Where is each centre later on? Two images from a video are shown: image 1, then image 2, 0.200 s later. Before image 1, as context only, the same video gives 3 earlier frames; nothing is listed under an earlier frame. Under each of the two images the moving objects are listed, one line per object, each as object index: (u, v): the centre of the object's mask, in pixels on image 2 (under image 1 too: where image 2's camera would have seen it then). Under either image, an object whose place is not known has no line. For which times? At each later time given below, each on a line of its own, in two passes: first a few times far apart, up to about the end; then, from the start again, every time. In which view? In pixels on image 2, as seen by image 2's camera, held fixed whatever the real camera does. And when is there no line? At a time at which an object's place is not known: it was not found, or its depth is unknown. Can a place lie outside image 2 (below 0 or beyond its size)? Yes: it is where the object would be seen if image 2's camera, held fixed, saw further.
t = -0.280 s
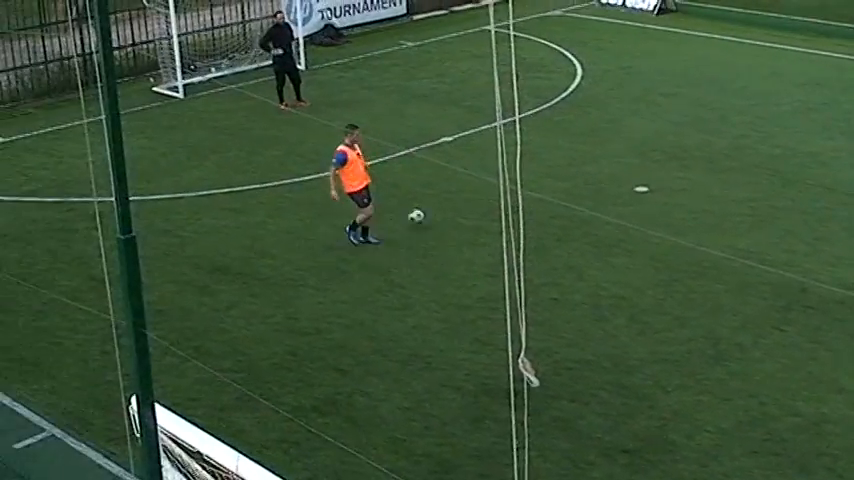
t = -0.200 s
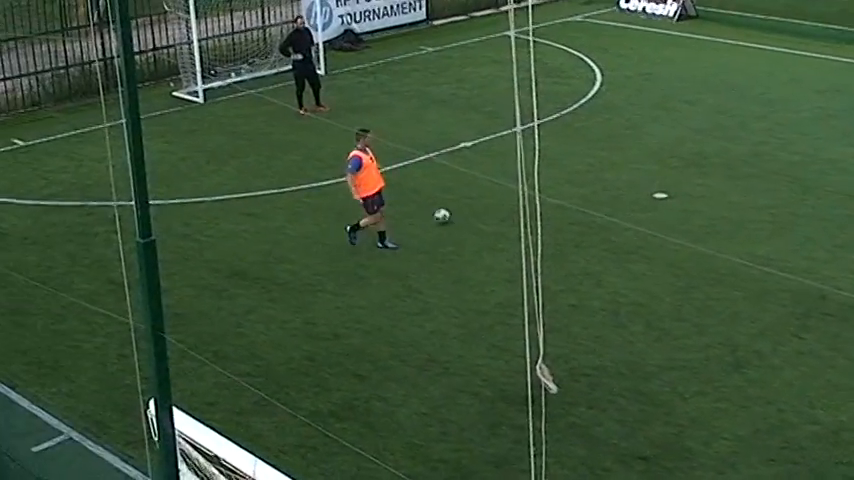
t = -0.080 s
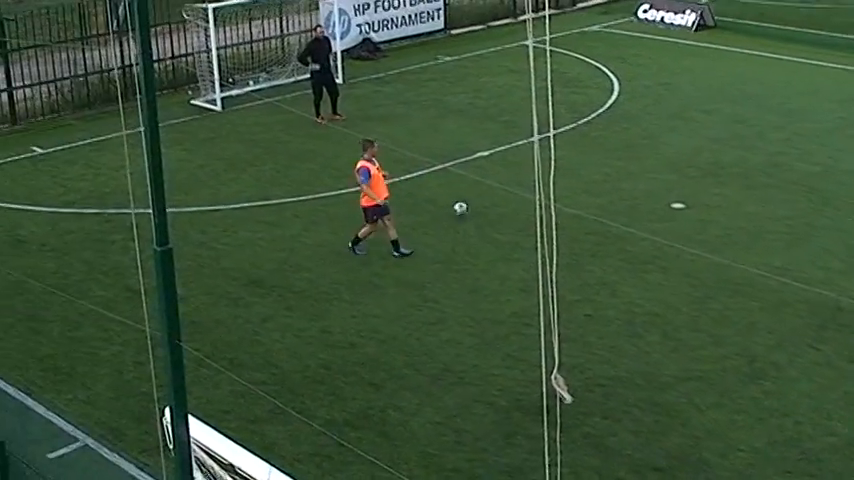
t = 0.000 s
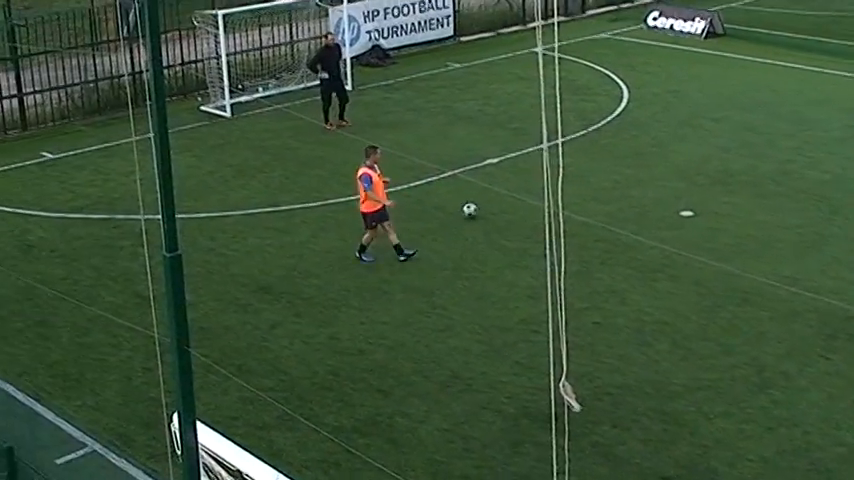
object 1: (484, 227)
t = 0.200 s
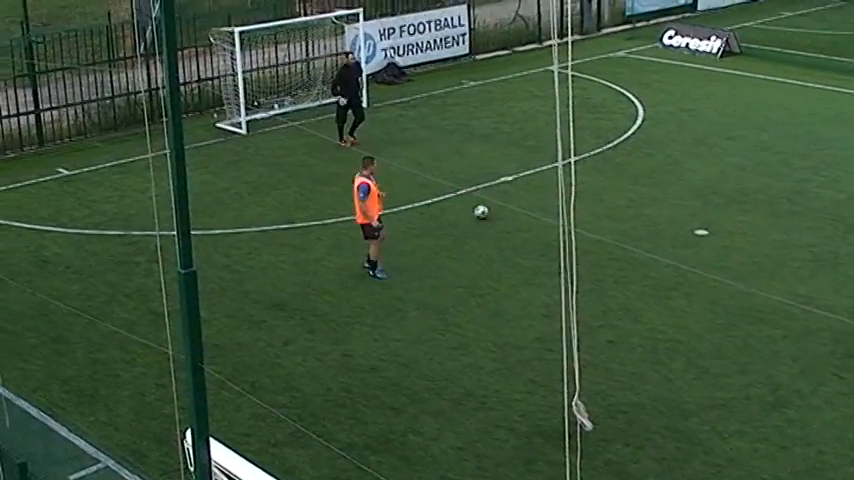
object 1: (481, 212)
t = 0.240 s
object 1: (480, 208)
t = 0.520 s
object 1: (476, 186)
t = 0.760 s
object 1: (473, 172)
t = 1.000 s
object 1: (470, 159)
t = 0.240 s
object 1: (480, 208)
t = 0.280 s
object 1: (480, 204)
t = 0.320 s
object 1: (478, 202)
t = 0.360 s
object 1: (478, 200)
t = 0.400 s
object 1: (478, 196)
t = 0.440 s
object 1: (477, 193)
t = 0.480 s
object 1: (476, 191)
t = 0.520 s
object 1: (476, 186)
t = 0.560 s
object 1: (475, 184)
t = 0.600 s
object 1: (475, 182)
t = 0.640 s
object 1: (474, 178)
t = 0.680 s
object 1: (474, 176)
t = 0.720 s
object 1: (474, 174)
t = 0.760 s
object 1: (473, 172)
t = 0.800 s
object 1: (473, 169)
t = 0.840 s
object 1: (472, 167)
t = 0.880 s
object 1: (471, 165)
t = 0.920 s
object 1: (470, 163)
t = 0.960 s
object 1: (471, 160)
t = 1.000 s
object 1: (470, 159)
